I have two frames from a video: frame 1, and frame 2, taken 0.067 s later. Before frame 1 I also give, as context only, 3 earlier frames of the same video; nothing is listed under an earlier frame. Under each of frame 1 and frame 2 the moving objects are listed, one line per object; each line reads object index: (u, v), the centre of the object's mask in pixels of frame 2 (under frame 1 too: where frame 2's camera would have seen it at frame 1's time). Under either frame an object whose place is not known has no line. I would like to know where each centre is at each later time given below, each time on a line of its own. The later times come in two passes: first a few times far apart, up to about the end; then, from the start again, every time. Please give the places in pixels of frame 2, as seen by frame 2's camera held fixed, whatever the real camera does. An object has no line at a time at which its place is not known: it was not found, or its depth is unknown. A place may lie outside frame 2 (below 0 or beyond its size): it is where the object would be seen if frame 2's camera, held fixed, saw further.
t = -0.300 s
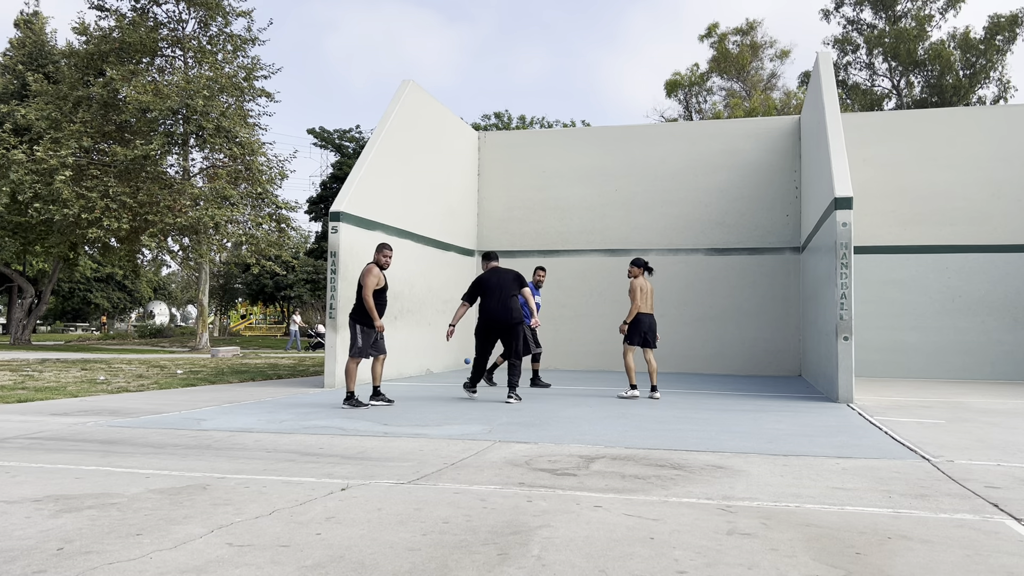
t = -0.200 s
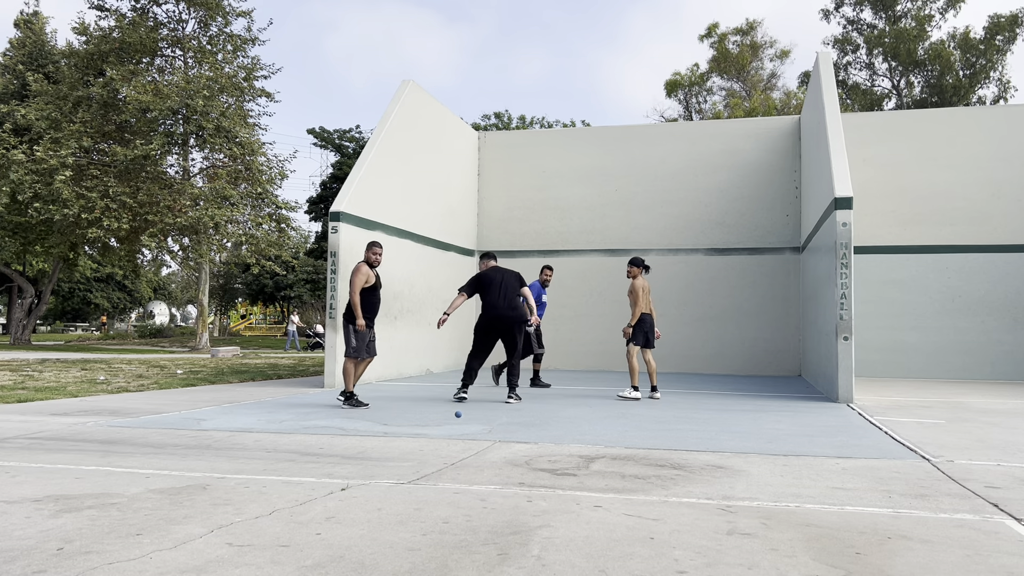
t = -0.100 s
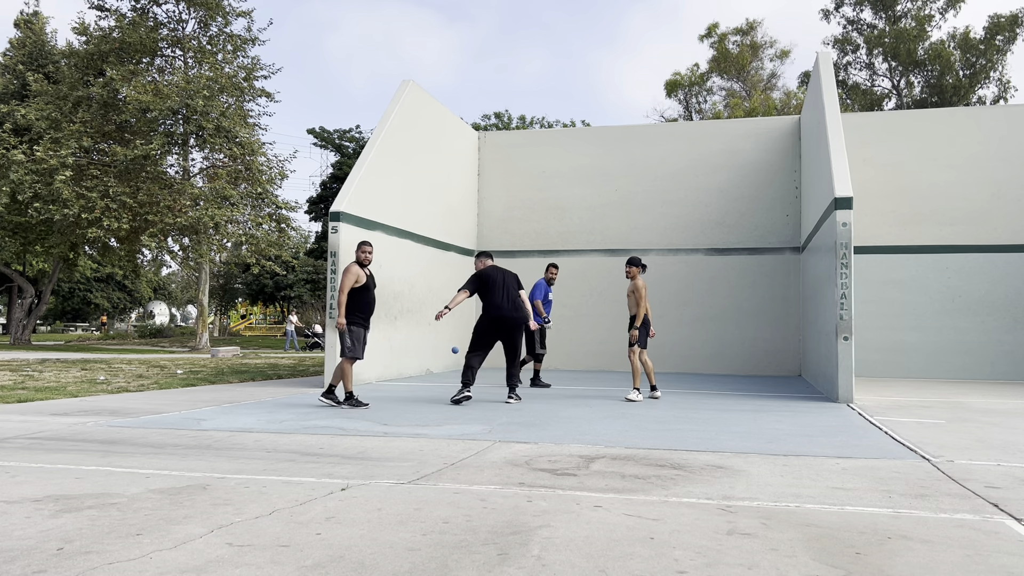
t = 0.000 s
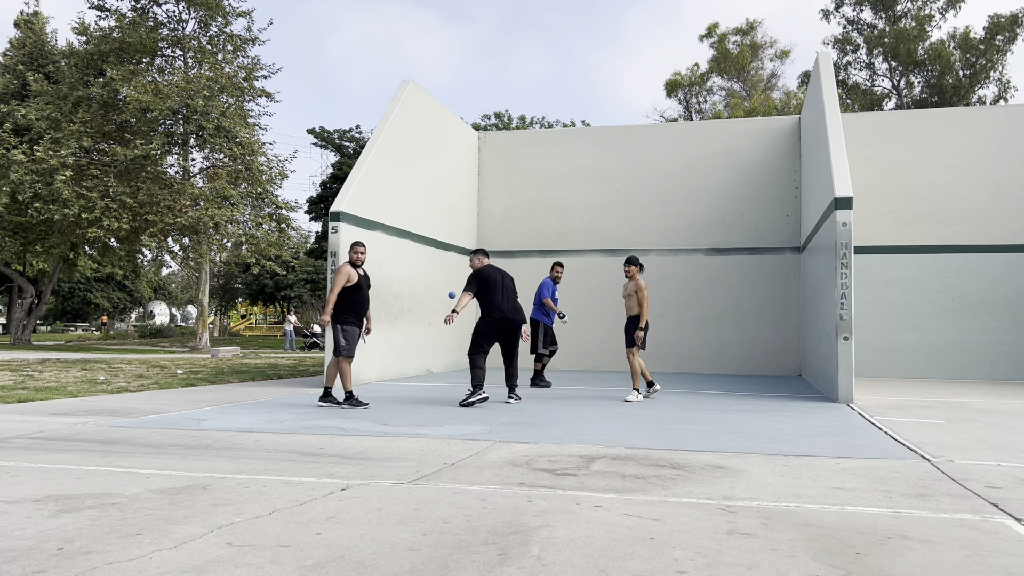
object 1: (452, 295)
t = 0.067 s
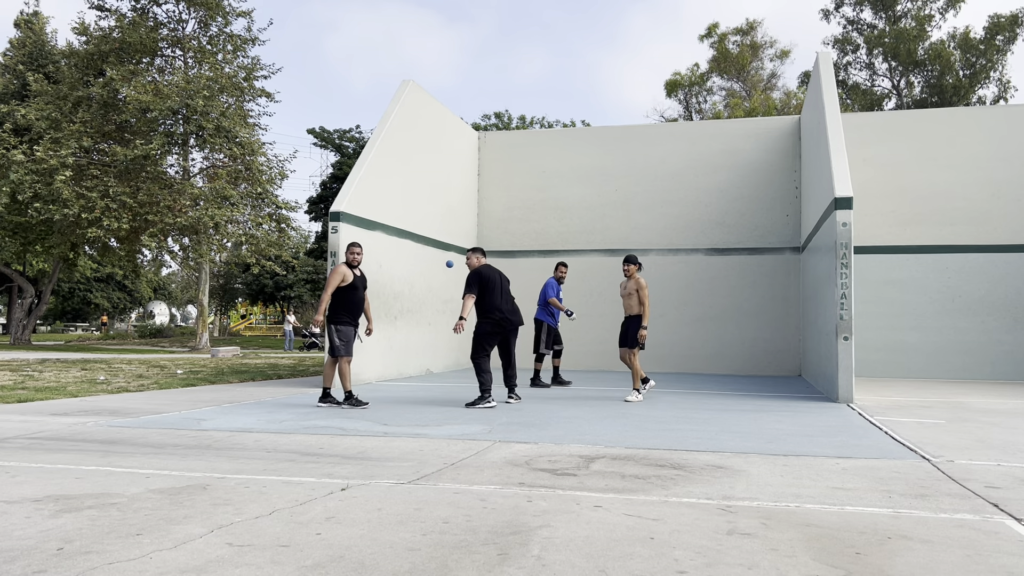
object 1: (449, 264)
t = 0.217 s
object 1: (444, 211)
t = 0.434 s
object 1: (434, 188)
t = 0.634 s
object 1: (421, 241)
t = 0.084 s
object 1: (449, 257)
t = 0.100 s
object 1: (448, 250)
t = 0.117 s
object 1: (448, 243)
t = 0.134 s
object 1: (447, 237)
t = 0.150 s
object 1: (447, 231)
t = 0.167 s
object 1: (446, 226)
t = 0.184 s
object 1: (445, 221)
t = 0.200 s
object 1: (444, 216)
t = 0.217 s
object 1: (444, 211)
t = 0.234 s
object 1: (443, 207)
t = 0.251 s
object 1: (443, 203)
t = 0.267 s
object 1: (442, 200)
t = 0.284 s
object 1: (441, 197)
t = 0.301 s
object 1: (440, 194)
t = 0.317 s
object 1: (440, 192)
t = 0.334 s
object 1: (439, 190)
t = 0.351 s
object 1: (438, 188)
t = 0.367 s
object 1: (437, 187)
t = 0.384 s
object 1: (436, 187)
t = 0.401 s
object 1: (436, 187)
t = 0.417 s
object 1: (434, 187)
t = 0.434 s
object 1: (434, 188)
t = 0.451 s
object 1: (433, 189)
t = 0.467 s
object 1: (432, 191)
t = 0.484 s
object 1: (431, 193)
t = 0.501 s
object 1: (430, 196)
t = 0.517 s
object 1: (429, 200)
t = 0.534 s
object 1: (428, 204)
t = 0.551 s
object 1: (427, 208)
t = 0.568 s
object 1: (426, 213)
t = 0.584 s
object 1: (424, 219)
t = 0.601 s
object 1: (424, 226)
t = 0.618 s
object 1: (422, 233)
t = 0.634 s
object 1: (421, 241)
